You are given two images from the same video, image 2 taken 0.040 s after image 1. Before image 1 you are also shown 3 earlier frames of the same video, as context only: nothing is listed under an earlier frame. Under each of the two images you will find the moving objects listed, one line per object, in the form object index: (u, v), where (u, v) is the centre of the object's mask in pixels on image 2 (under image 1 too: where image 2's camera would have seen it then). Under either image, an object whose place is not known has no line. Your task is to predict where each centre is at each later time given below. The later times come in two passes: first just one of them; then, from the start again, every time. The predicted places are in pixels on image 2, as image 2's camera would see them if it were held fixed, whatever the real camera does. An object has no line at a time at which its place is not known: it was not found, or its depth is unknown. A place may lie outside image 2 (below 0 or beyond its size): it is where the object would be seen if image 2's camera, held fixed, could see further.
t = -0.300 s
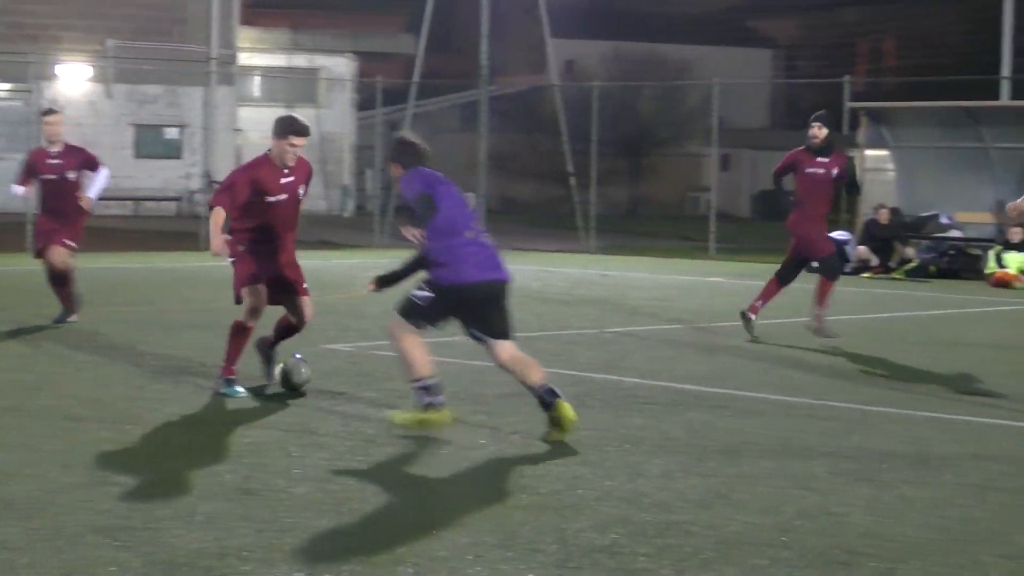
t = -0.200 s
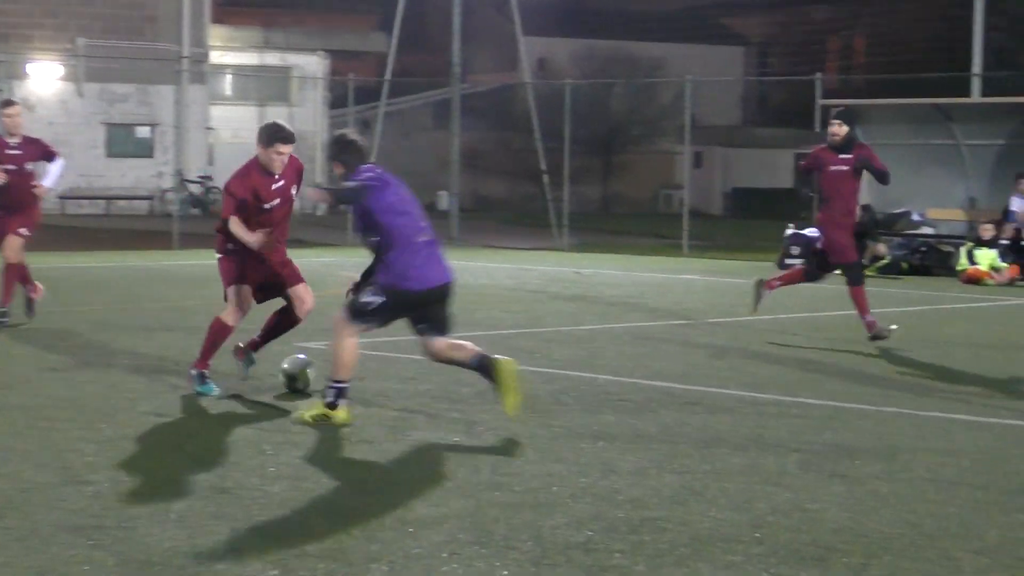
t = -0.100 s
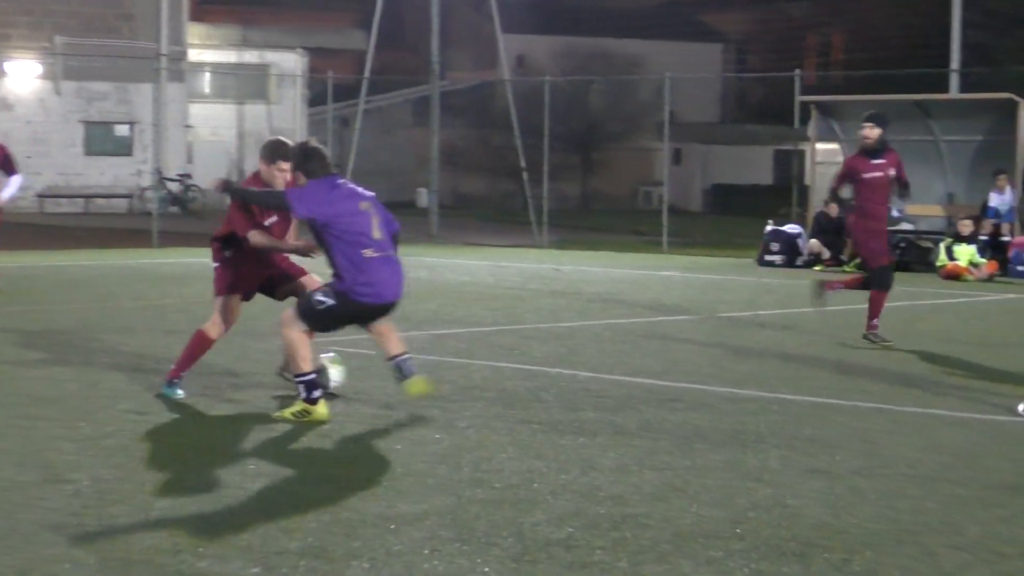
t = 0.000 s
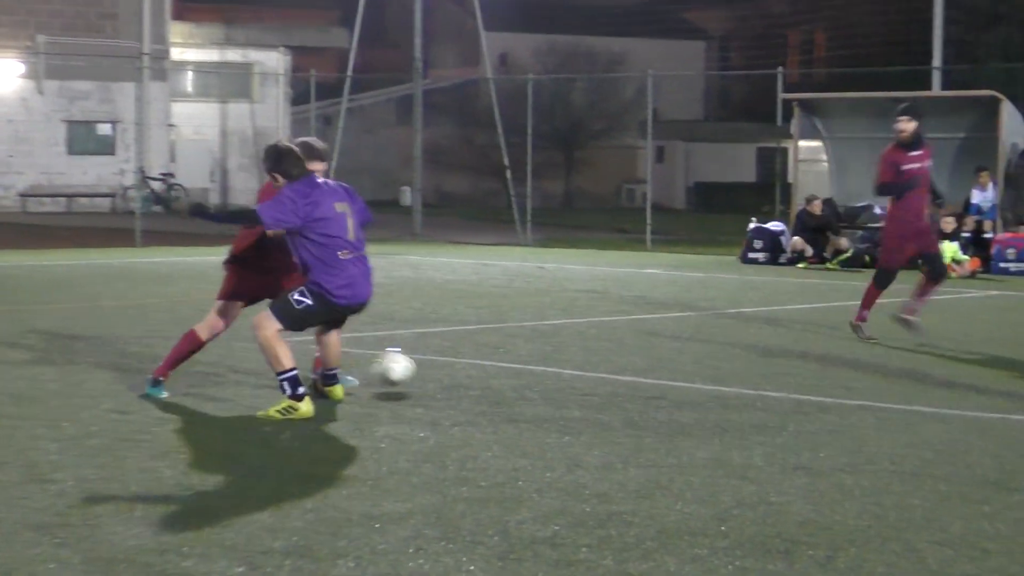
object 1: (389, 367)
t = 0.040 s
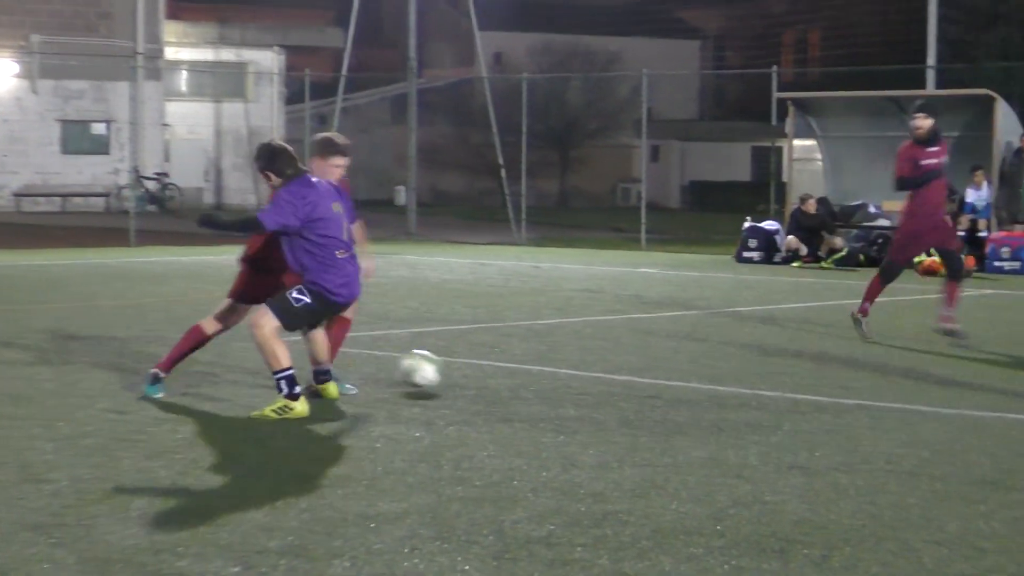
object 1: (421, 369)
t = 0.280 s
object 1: (585, 370)
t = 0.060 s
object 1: (438, 371)
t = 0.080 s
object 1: (453, 370)
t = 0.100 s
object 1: (466, 368)
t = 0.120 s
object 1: (480, 368)
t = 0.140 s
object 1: (494, 369)
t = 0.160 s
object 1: (508, 367)
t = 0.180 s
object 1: (522, 370)
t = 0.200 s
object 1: (535, 373)
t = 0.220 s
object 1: (547, 372)
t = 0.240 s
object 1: (560, 371)
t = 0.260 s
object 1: (572, 370)
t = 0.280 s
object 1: (585, 370)
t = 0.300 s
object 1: (598, 372)
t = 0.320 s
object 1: (610, 372)
